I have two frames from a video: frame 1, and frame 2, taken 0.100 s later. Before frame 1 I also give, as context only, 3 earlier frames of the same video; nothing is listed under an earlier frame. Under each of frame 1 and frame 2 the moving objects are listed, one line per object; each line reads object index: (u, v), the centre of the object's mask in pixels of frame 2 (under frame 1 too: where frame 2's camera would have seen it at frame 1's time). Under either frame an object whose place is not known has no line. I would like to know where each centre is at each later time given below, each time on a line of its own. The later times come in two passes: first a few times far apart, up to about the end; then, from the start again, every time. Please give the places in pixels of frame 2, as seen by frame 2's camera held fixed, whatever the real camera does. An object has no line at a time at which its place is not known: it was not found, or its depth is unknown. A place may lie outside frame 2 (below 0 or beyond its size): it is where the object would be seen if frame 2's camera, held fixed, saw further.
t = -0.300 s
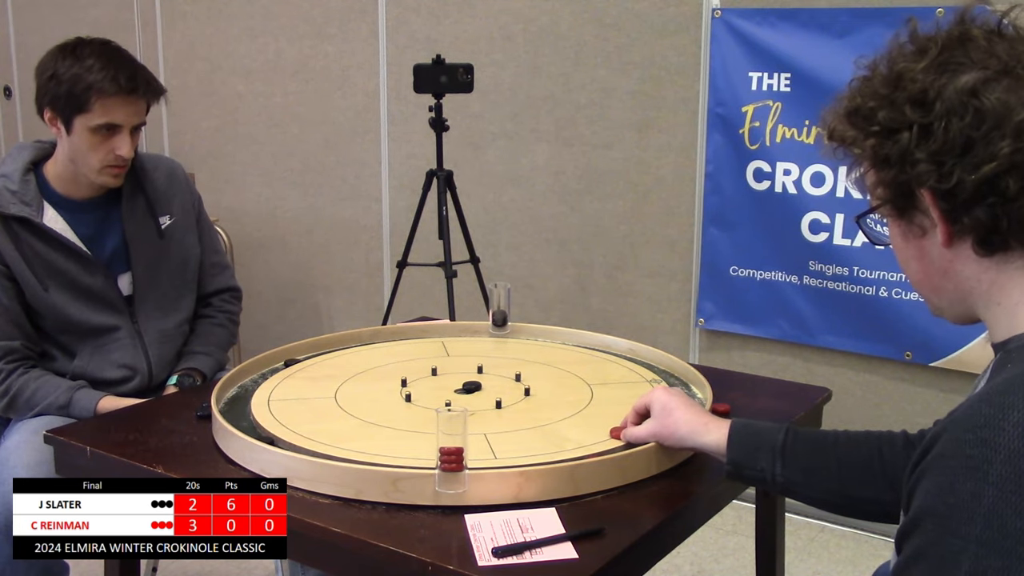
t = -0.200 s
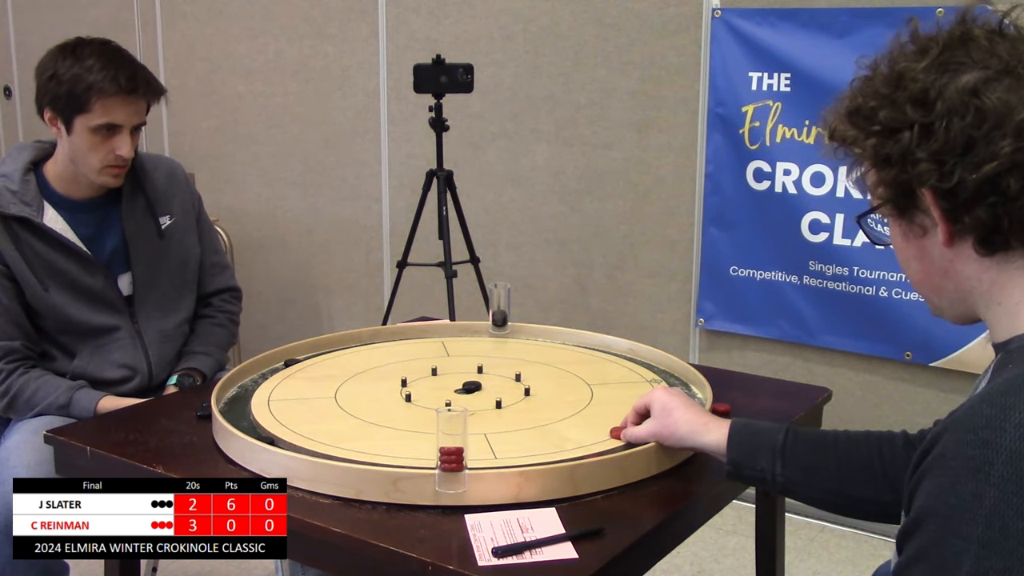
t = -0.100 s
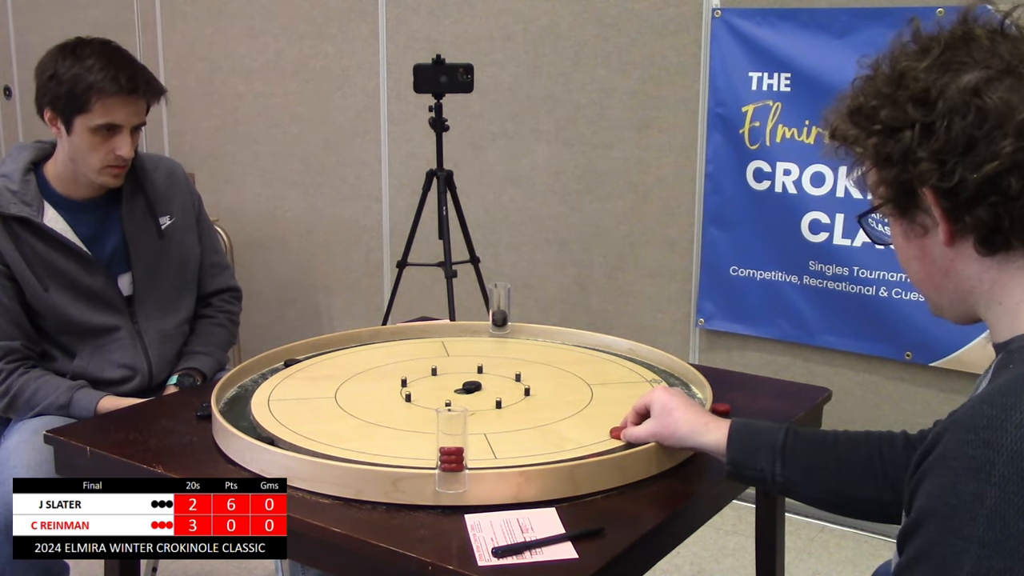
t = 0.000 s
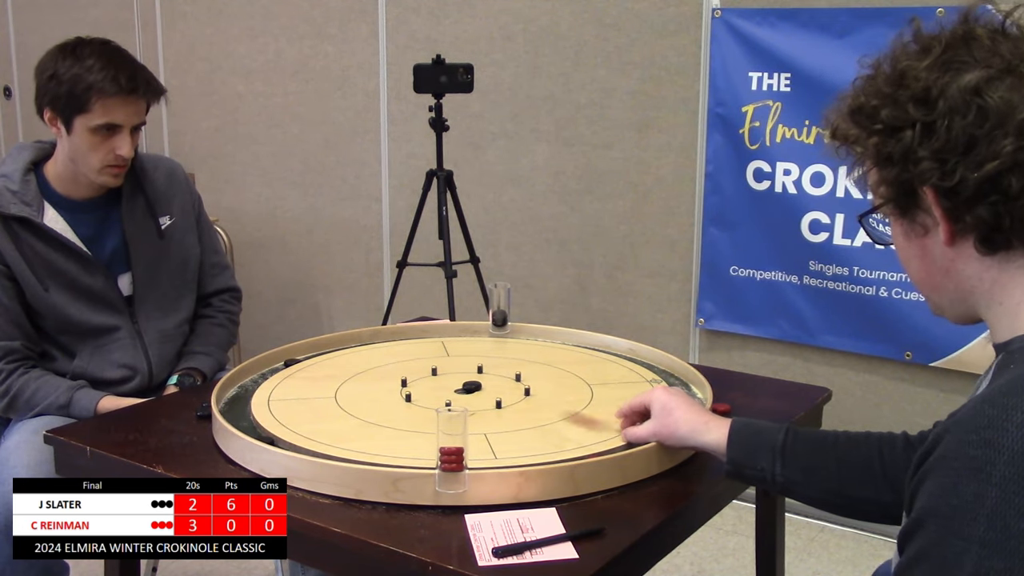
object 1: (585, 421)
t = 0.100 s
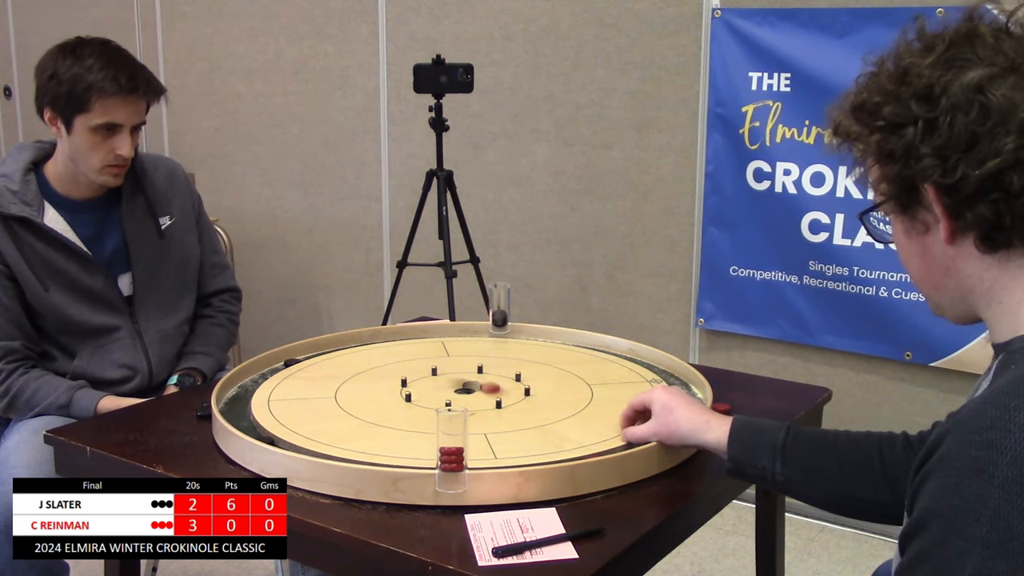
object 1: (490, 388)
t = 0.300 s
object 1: (498, 368)
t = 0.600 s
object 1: (521, 357)
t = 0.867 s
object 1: (524, 356)
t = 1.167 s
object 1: (524, 356)
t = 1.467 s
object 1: (524, 356)
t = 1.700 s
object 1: (524, 356)
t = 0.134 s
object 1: (490, 384)
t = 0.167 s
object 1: (490, 380)
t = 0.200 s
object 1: (491, 376)
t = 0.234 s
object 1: (491, 373)
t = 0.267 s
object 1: (494, 370)
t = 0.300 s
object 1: (498, 368)
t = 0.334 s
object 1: (502, 366)
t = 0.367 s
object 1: (505, 364)
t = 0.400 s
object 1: (508, 363)
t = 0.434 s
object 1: (511, 361)
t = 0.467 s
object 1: (514, 360)
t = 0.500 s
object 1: (516, 359)
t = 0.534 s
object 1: (518, 358)
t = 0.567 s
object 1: (520, 358)
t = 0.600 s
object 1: (521, 357)
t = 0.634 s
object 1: (522, 357)
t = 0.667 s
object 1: (523, 357)
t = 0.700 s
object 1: (524, 356)
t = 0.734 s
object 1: (524, 356)
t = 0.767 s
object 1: (524, 356)
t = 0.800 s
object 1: (524, 356)
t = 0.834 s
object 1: (524, 356)
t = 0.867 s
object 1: (524, 356)
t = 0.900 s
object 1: (524, 356)
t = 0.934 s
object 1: (524, 356)
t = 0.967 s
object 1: (524, 356)
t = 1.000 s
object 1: (524, 356)
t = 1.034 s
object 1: (524, 356)
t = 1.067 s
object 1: (524, 356)
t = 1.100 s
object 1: (524, 356)
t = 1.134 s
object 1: (524, 356)
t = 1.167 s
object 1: (524, 356)
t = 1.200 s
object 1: (524, 356)
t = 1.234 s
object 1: (524, 356)
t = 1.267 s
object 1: (524, 356)
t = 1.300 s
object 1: (524, 356)
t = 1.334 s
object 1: (524, 356)
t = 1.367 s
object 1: (524, 356)
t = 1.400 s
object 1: (524, 356)
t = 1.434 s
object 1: (524, 356)
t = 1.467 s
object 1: (524, 356)
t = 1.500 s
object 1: (524, 356)
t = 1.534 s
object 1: (524, 356)
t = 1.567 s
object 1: (524, 356)
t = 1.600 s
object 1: (524, 356)
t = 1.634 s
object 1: (524, 356)
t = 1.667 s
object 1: (524, 356)
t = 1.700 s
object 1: (524, 356)
